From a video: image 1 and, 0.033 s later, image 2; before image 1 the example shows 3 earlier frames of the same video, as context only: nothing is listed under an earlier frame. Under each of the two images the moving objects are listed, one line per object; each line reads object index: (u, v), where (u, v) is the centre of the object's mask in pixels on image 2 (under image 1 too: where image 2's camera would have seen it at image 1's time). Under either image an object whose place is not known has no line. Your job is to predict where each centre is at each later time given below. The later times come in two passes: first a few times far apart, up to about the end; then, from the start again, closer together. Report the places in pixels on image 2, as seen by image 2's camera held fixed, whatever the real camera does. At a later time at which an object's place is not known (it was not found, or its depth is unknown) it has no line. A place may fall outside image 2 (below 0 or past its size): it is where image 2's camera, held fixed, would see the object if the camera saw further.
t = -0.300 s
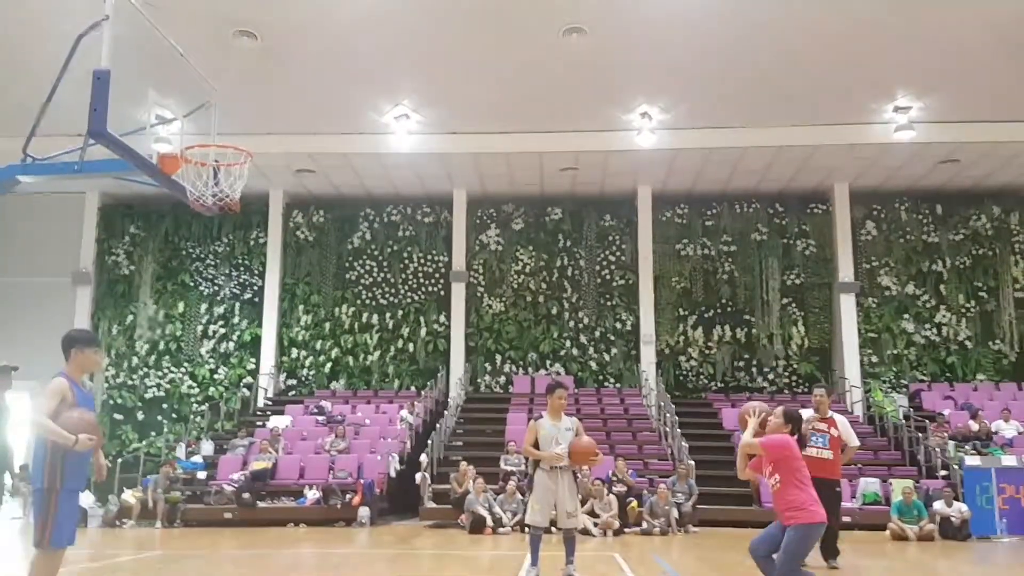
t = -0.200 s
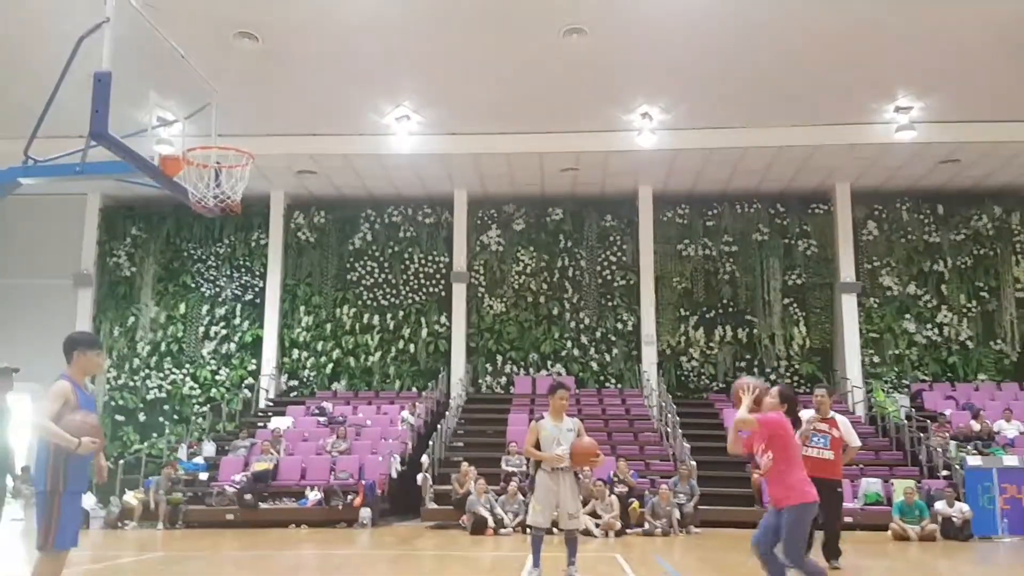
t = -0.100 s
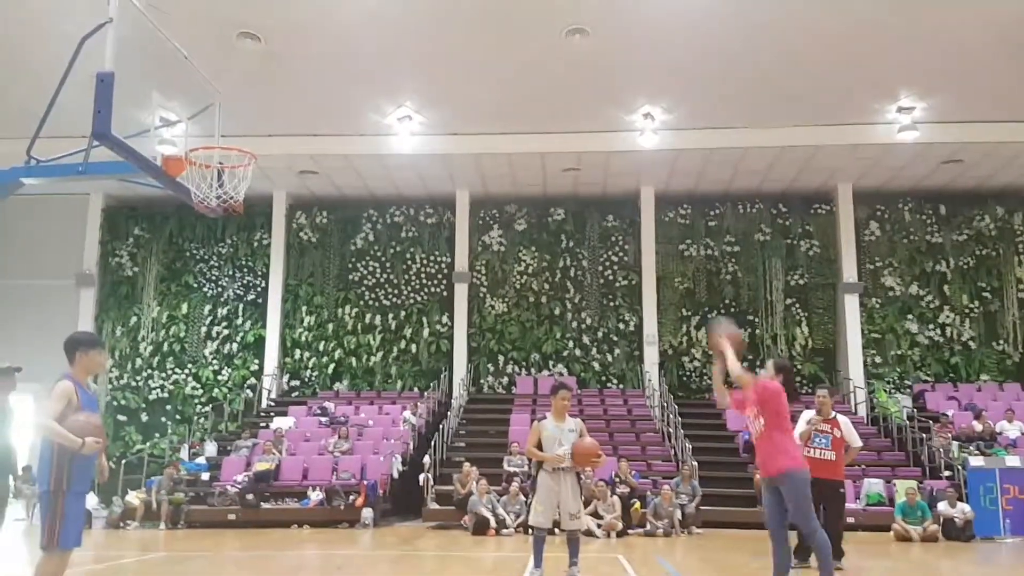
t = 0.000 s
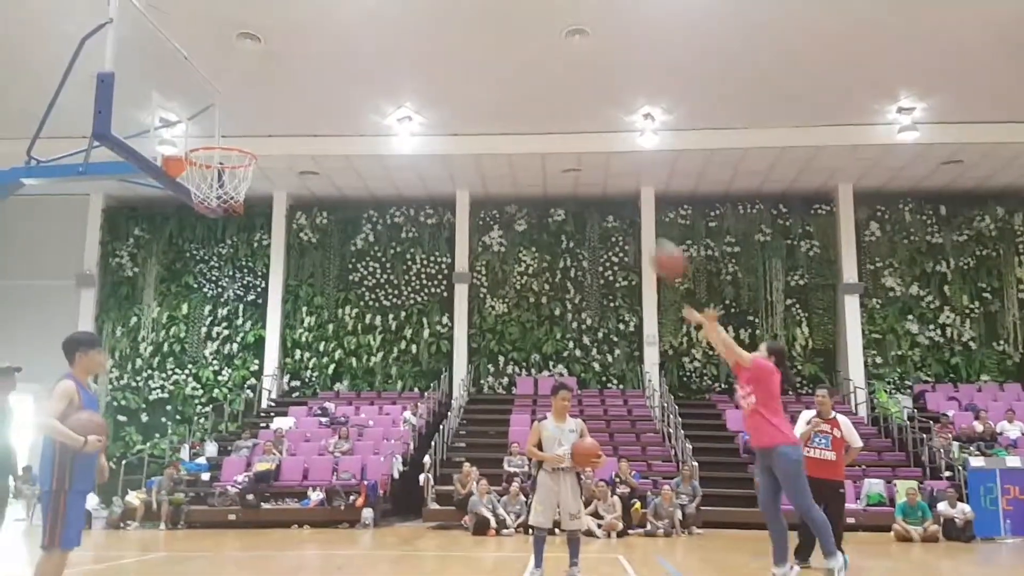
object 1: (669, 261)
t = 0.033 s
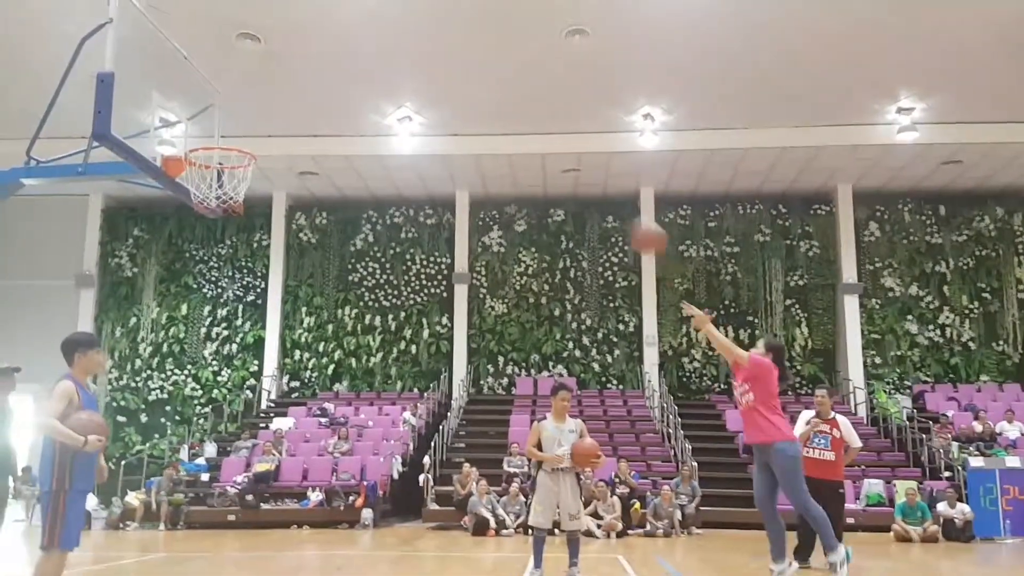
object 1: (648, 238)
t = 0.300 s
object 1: (504, 111)
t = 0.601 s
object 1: (350, 75)
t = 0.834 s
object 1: (232, 123)
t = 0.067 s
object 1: (629, 216)
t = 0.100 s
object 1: (613, 197)
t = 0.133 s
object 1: (594, 179)
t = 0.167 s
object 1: (574, 165)
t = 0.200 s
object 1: (555, 147)
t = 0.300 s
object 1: (504, 111)
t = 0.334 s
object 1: (486, 101)
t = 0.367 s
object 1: (469, 92)
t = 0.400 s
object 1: (452, 86)
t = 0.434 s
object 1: (435, 82)
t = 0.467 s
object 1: (418, 77)
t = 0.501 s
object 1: (401, 75)
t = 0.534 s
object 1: (384, 73)
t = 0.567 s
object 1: (367, 73)
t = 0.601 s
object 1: (350, 75)
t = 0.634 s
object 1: (334, 78)
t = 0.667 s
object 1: (317, 82)
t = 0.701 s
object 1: (300, 86)
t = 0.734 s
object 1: (283, 93)
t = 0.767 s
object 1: (266, 101)
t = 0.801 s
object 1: (250, 112)
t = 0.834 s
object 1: (232, 123)
